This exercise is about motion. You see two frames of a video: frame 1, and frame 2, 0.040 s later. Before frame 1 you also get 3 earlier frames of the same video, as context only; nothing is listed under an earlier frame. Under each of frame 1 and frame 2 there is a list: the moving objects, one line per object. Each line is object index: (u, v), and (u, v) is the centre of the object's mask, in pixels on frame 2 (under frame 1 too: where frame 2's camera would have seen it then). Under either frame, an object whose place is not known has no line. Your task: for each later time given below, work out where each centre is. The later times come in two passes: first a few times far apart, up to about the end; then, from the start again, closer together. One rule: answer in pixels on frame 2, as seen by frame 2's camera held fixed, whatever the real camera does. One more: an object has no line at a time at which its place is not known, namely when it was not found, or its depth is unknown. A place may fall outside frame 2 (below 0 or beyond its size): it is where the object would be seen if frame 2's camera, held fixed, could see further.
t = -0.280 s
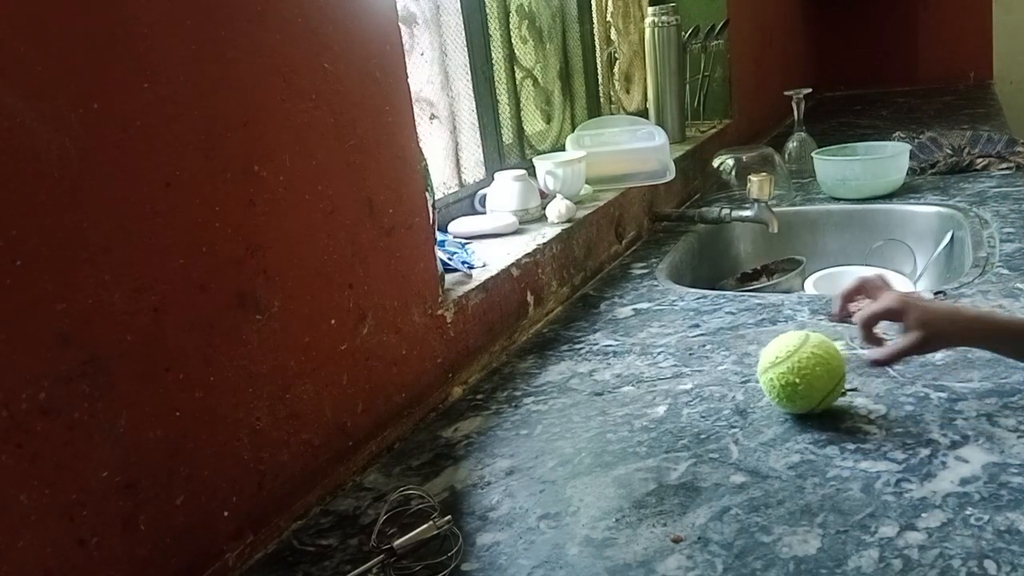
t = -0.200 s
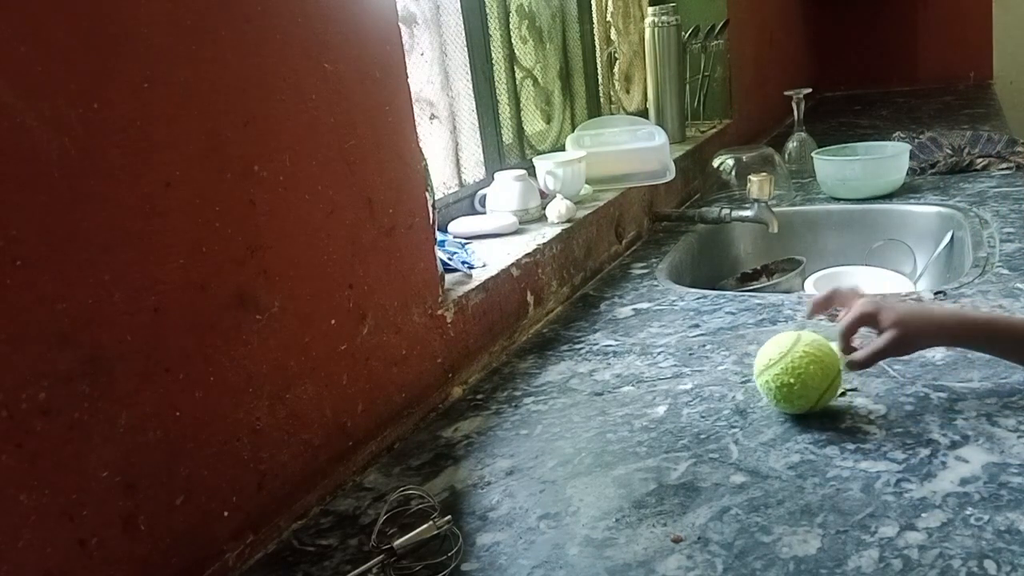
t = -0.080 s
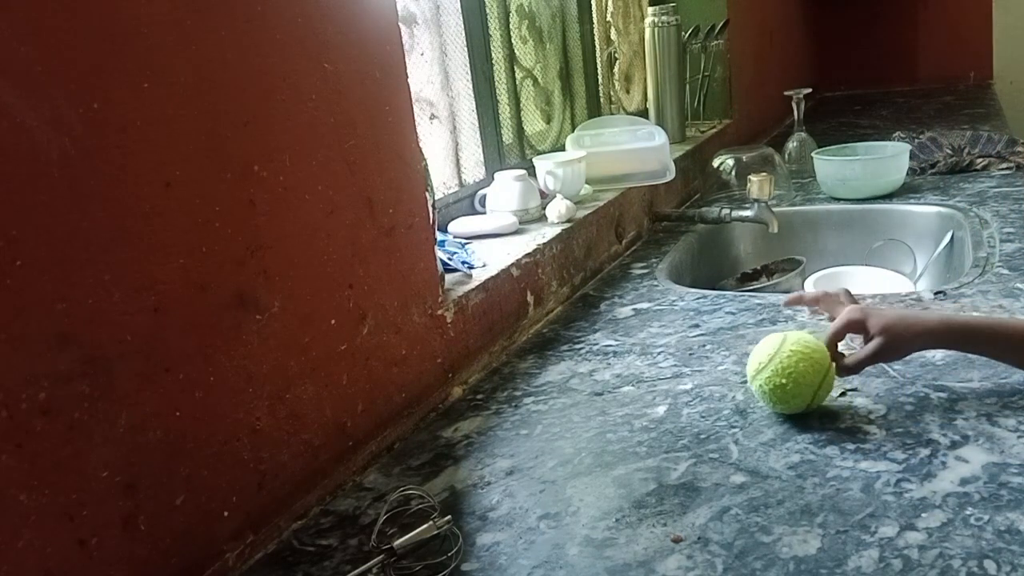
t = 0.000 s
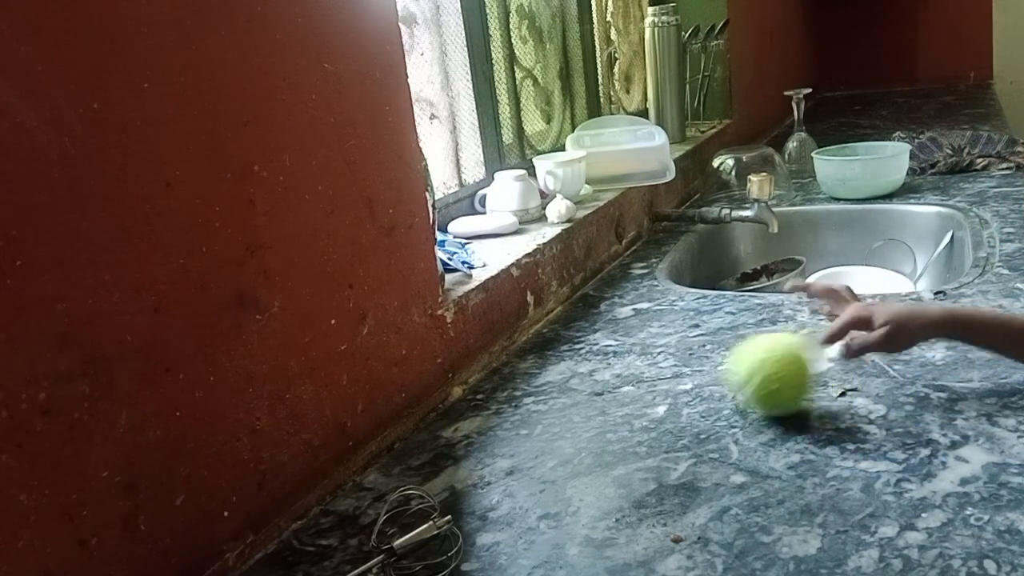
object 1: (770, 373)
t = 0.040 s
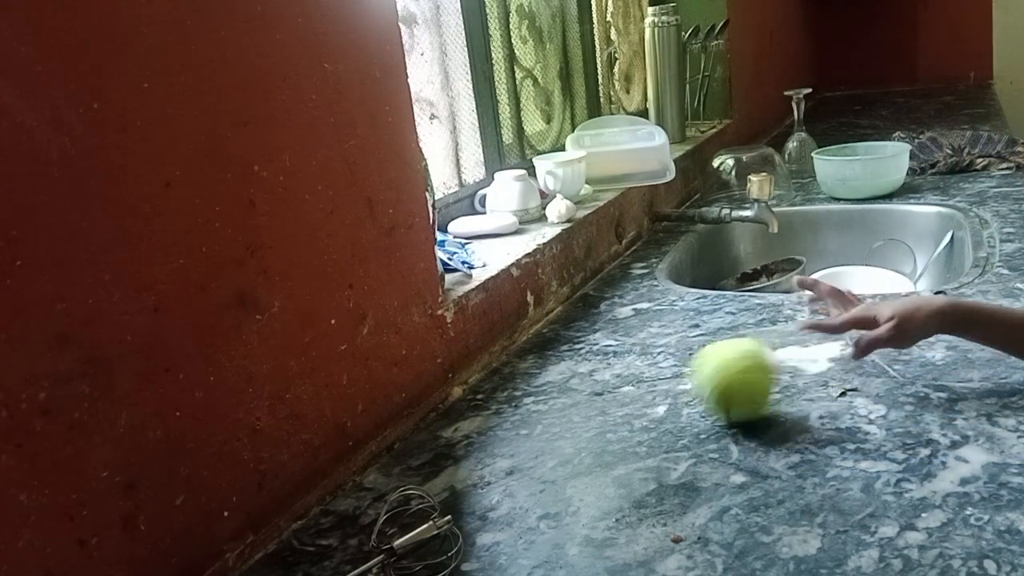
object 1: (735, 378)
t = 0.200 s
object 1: (603, 397)
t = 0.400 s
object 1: (439, 421)
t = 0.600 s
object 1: (434, 443)
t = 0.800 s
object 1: (464, 463)
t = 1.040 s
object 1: (501, 489)
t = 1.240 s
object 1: (525, 515)
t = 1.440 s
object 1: (536, 531)
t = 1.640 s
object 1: (537, 537)
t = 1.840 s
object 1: (530, 536)
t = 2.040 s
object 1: (525, 531)
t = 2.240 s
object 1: (515, 524)
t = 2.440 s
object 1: (510, 516)
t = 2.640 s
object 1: (505, 509)
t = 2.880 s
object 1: (506, 511)
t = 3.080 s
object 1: (506, 512)
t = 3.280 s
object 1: (506, 511)
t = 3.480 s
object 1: (506, 511)
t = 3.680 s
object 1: (506, 511)
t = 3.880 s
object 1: (506, 511)
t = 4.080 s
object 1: (506, 511)
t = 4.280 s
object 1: (506, 511)
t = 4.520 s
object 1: (506, 511)
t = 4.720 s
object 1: (506, 511)
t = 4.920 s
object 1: (506, 512)
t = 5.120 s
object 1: (506, 512)
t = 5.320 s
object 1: (506, 512)
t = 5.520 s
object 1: (506, 512)
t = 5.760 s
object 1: (506, 511)
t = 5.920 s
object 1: (506, 512)
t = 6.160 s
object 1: (506, 512)
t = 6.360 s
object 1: (506, 512)
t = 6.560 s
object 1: (506, 511)
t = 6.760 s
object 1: (506, 512)
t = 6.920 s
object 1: (506, 511)
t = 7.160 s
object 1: (506, 511)
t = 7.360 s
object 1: (506, 511)
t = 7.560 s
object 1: (506, 511)
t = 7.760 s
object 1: (506, 511)
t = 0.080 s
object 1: (702, 384)
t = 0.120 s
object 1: (668, 387)
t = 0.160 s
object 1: (636, 393)
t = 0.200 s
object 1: (603, 397)
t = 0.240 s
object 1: (568, 399)
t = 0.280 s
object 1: (534, 404)
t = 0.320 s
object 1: (502, 410)
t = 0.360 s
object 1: (469, 416)
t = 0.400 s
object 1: (439, 421)
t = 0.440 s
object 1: (410, 424)
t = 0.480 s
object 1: (412, 427)
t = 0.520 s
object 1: (423, 434)
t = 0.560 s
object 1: (428, 438)
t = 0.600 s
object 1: (434, 443)
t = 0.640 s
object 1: (440, 446)
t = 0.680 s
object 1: (445, 450)
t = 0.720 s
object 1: (451, 454)
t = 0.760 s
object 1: (458, 458)
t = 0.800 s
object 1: (464, 463)
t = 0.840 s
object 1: (471, 467)
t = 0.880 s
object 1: (477, 470)
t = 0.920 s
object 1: (483, 475)
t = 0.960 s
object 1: (490, 479)
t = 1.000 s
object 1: (495, 485)
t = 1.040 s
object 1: (501, 489)
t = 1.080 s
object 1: (506, 494)
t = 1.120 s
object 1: (510, 499)
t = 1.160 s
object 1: (516, 505)
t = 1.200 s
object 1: (522, 510)
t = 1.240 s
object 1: (525, 515)
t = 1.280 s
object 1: (529, 520)
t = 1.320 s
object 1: (531, 524)
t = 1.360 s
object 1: (533, 527)
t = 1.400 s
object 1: (535, 529)
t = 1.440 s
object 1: (536, 531)
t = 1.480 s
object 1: (537, 533)
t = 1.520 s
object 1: (538, 535)
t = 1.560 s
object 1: (538, 536)
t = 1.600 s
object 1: (538, 537)
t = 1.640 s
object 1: (537, 537)
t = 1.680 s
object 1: (536, 538)
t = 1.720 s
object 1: (535, 538)
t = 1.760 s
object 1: (533, 537)
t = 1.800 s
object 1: (532, 537)
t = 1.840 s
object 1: (530, 536)
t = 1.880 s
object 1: (529, 535)
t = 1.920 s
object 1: (528, 534)
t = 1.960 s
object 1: (528, 534)
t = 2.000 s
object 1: (526, 532)
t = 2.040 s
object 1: (525, 531)
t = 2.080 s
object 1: (523, 529)
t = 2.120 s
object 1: (521, 528)
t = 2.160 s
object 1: (519, 527)
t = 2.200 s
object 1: (517, 526)
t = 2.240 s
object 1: (515, 524)
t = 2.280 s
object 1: (512, 523)
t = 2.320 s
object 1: (511, 521)
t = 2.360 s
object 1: (511, 519)
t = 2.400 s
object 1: (511, 517)
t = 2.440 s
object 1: (510, 516)
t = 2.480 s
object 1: (508, 514)
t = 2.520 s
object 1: (506, 512)
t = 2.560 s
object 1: (505, 511)
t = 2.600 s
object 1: (505, 509)
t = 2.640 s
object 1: (505, 509)
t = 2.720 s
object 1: (505, 509)
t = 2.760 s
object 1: (505, 509)
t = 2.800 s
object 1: (505, 510)
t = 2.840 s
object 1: (506, 510)
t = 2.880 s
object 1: (506, 511)
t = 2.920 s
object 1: (506, 512)
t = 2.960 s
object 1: (506, 512)
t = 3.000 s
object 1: (506, 512)
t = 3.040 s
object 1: (506, 512)
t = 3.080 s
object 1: (506, 512)
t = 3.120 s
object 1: (506, 511)
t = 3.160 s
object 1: (506, 511)
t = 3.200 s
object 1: (506, 511)
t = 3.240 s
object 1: (506, 511)
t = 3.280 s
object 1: (506, 511)
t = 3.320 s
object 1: (506, 511)
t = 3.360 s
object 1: (506, 511)
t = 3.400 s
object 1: (506, 511)
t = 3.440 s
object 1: (506, 511)
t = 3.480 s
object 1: (506, 511)
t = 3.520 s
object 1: (506, 511)
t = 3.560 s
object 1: (506, 511)
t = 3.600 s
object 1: (506, 512)
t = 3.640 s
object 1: (506, 511)
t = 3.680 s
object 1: (506, 511)
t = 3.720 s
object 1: (506, 511)
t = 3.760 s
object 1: (506, 511)
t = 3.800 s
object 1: (506, 511)
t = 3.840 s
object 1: (506, 511)
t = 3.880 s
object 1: (506, 511)
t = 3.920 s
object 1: (506, 511)
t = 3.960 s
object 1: (506, 511)
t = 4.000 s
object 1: (506, 511)
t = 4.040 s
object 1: (506, 511)
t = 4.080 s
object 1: (506, 511)
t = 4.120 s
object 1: (506, 511)
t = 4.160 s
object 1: (506, 511)
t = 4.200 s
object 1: (506, 511)
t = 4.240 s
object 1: (506, 511)
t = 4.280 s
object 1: (506, 511)
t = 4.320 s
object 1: (506, 511)
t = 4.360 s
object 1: (506, 511)
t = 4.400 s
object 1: (506, 511)
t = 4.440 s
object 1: (506, 511)
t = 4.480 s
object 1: (506, 512)
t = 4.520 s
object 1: (506, 511)
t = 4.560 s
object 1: (506, 511)
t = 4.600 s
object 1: (506, 511)
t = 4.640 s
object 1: (506, 511)
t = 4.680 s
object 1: (506, 512)
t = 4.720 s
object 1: (506, 511)
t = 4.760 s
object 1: (506, 512)
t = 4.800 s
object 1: (506, 512)
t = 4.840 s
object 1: (506, 512)
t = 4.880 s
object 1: (506, 511)
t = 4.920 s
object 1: (506, 512)
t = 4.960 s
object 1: (506, 512)
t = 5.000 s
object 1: (506, 511)
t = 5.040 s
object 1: (506, 512)
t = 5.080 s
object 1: (506, 512)
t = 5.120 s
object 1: (506, 512)
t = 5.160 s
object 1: (506, 512)
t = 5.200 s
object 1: (506, 512)
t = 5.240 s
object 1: (506, 511)
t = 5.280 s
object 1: (506, 512)
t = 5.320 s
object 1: (506, 512)
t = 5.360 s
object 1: (506, 512)
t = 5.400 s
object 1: (506, 511)
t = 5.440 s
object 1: (506, 511)
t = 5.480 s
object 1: (506, 511)
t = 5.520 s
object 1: (506, 512)
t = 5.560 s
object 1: (506, 512)
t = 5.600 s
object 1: (506, 512)
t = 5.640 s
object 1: (506, 512)
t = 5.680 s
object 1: (506, 512)
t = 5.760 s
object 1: (506, 511)
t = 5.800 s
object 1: (506, 511)
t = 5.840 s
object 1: (506, 512)
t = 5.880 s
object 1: (506, 512)
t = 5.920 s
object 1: (506, 512)
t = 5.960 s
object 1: (506, 512)
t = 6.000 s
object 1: (506, 512)
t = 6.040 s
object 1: (506, 512)
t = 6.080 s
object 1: (506, 512)
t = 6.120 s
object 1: (506, 512)
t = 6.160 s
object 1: (506, 512)
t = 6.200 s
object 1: (506, 512)
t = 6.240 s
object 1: (506, 512)
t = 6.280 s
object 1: (506, 512)
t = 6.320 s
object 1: (506, 512)
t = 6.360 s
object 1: (506, 512)
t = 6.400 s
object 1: (506, 512)
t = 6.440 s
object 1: (506, 512)
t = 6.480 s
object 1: (506, 512)
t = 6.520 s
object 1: (506, 512)
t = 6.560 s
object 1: (506, 511)
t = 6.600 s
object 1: (506, 512)
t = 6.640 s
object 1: (506, 512)
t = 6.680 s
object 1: (506, 511)
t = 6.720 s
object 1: (506, 512)
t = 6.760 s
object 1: (506, 512)
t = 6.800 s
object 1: (506, 512)
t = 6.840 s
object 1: (506, 511)
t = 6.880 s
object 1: (506, 511)
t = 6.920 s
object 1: (506, 511)
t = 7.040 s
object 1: (506, 511)
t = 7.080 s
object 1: (506, 511)
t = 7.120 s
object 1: (506, 511)
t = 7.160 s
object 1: (506, 511)
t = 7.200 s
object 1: (506, 511)
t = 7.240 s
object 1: (506, 511)
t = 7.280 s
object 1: (506, 511)
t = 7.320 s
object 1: (506, 511)
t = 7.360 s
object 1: (506, 511)
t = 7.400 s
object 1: (506, 511)
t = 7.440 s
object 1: (506, 511)
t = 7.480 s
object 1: (506, 511)
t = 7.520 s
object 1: (506, 511)
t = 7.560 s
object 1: (506, 511)
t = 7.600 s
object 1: (506, 511)
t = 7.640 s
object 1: (506, 511)
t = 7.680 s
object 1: (506, 512)
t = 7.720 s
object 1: (506, 512)
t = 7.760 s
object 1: (506, 511)
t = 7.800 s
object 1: (506, 511)
